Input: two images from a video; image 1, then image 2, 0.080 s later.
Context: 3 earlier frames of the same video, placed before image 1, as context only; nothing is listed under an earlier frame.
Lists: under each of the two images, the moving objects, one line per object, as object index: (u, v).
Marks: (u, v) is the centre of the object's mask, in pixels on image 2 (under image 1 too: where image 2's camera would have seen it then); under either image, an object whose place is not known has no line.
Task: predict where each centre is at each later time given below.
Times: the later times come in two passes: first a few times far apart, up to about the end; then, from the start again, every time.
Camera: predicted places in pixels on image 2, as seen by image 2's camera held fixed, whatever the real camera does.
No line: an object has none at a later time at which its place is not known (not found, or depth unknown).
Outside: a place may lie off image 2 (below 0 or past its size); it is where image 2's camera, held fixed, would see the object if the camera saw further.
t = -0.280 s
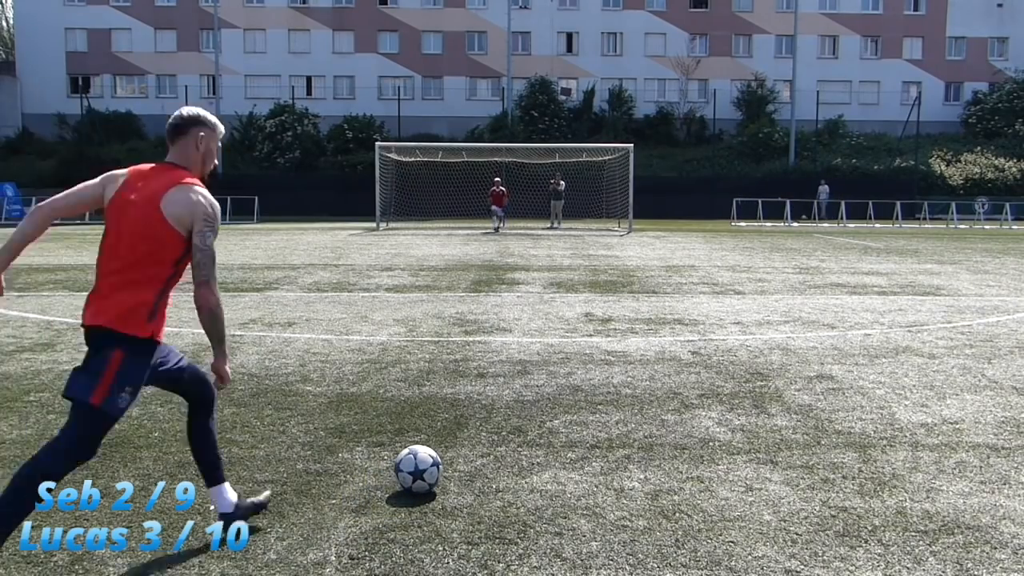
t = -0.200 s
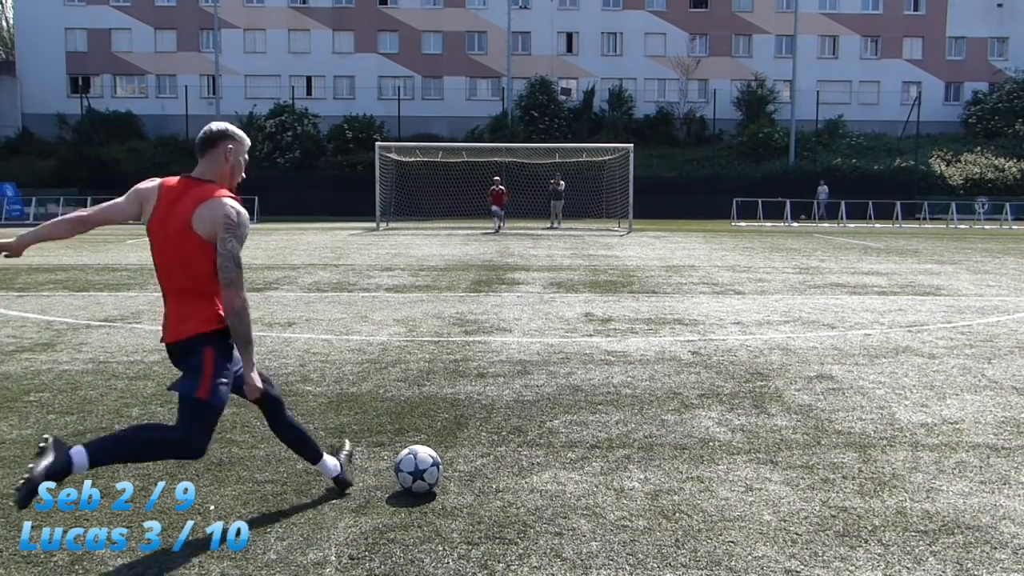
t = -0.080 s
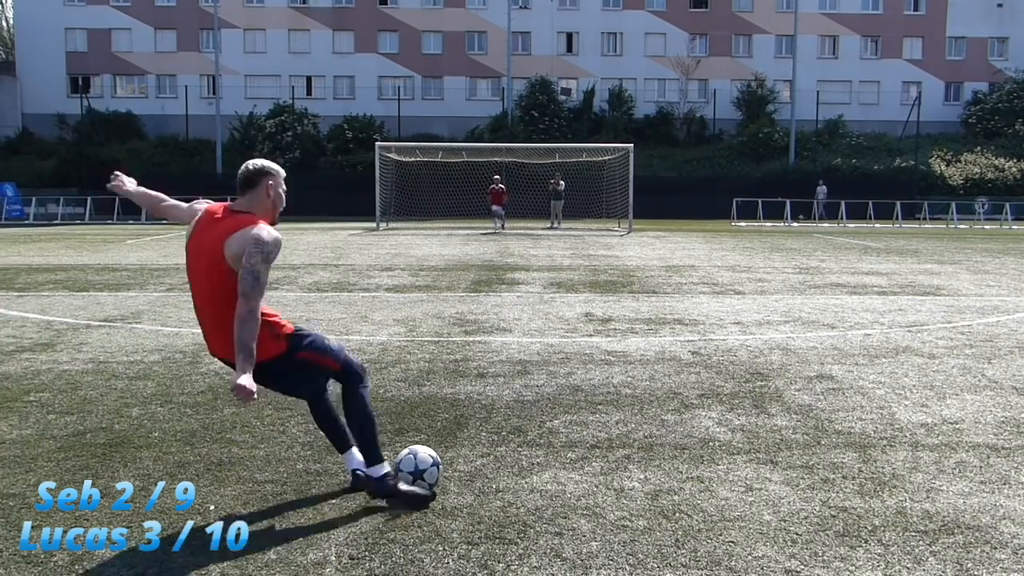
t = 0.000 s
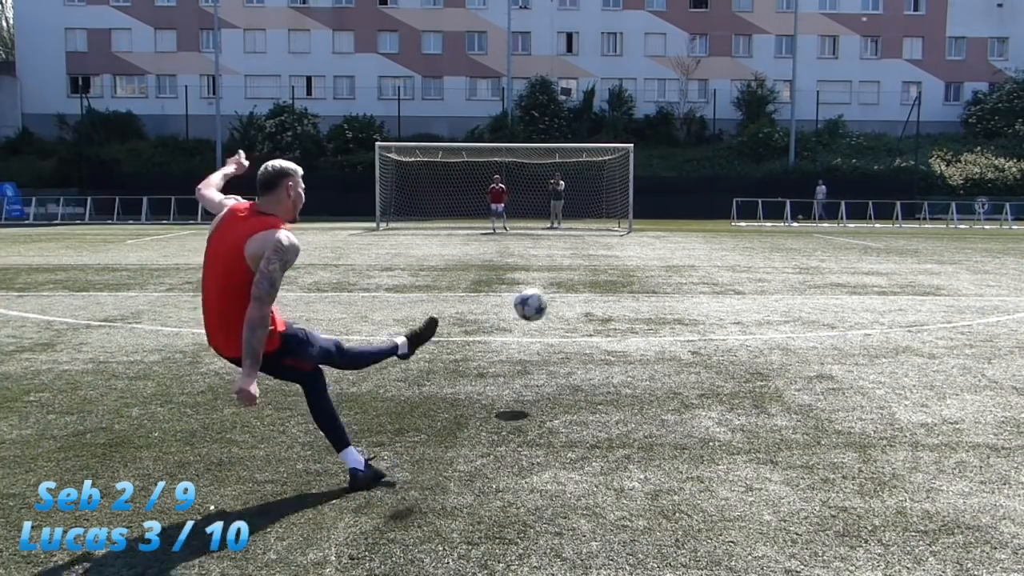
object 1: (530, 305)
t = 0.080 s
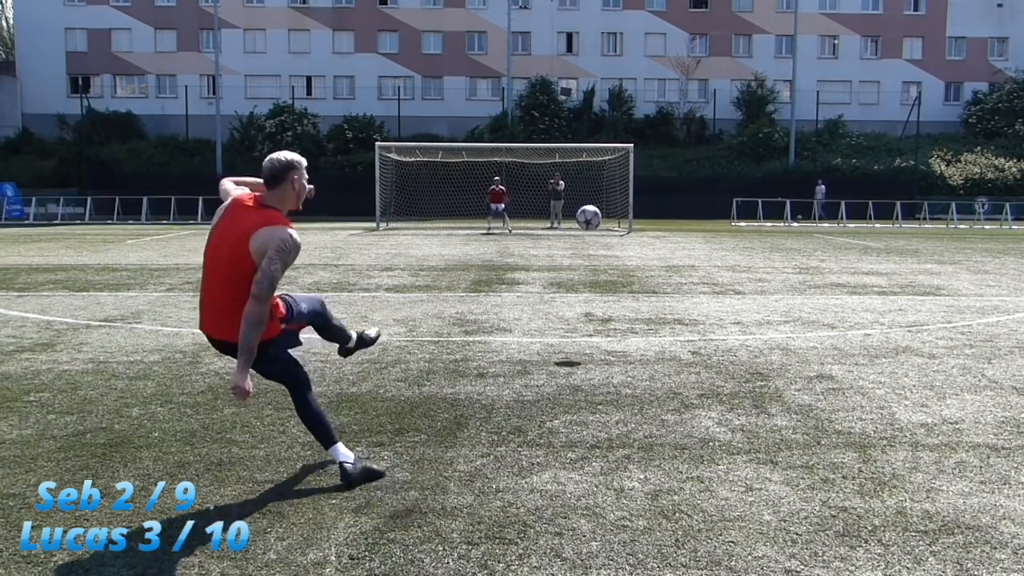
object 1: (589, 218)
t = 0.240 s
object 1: (633, 153)
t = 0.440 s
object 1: (637, 142)
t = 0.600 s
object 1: (630, 154)
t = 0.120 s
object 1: (605, 193)
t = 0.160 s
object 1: (617, 174)
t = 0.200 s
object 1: (626, 161)
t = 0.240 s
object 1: (633, 153)
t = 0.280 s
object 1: (635, 146)
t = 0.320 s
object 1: (637, 143)
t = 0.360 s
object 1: (638, 142)
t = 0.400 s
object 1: (638, 142)
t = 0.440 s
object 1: (637, 142)
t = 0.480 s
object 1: (636, 144)
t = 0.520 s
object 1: (634, 147)
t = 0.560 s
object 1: (632, 150)
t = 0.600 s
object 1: (630, 154)
